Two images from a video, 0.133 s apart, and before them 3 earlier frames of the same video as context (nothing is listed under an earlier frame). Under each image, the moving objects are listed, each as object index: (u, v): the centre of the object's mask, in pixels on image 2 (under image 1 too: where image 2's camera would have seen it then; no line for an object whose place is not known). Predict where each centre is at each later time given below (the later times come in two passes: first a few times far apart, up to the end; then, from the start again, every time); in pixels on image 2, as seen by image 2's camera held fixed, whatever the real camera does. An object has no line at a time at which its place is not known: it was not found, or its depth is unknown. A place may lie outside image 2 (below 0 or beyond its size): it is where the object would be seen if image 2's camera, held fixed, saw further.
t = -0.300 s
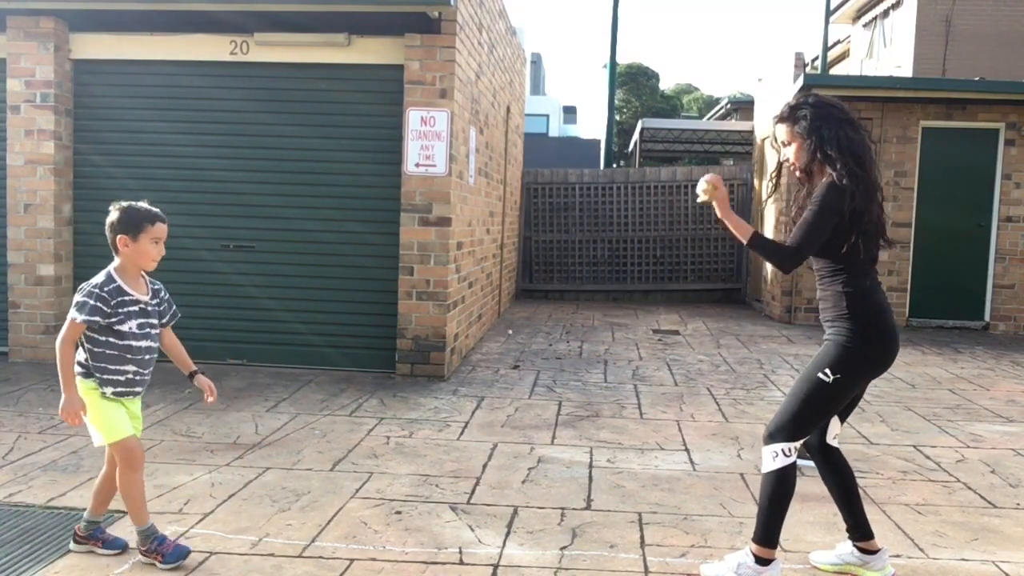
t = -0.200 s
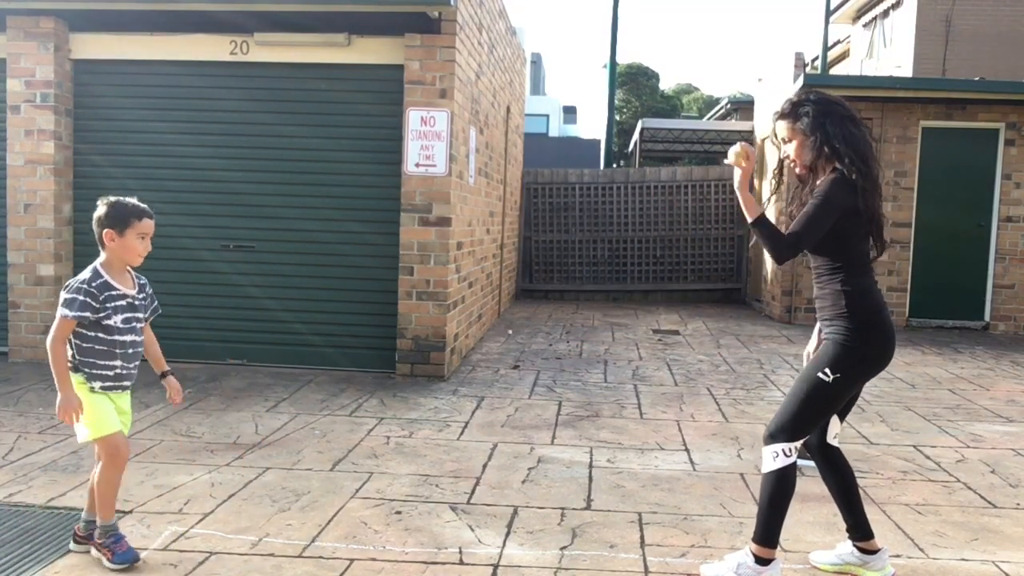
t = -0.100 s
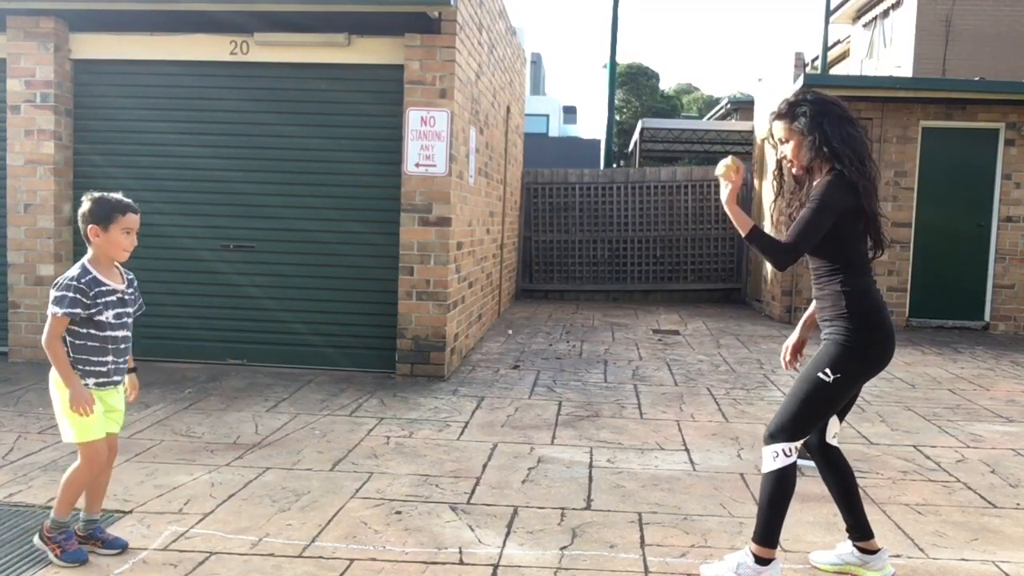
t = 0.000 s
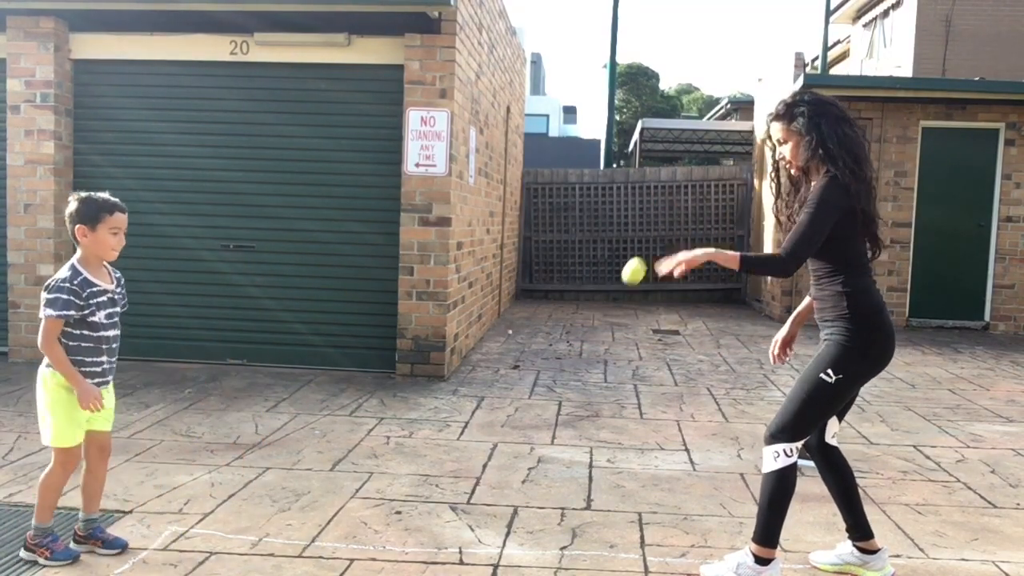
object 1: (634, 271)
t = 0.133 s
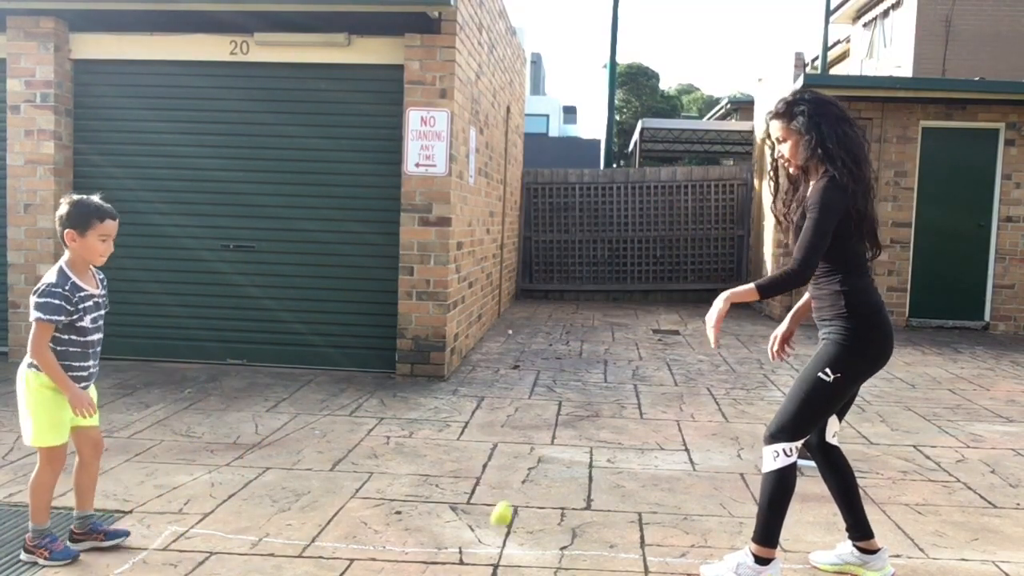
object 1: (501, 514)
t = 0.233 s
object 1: (447, 478)
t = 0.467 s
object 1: (353, 281)
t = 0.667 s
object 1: (273, 235)
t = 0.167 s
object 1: (473, 563)
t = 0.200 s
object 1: (460, 518)
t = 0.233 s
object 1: (447, 478)
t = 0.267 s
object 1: (433, 440)
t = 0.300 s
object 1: (420, 406)
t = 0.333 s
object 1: (407, 375)
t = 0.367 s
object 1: (393, 346)
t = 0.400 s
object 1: (380, 321)
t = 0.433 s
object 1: (366, 300)
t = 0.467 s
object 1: (353, 281)
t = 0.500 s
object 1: (339, 265)
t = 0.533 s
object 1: (326, 253)
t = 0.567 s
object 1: (313, 244)
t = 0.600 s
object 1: (300, 238)
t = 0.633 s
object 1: (286, 235)
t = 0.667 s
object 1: (273, 235)
